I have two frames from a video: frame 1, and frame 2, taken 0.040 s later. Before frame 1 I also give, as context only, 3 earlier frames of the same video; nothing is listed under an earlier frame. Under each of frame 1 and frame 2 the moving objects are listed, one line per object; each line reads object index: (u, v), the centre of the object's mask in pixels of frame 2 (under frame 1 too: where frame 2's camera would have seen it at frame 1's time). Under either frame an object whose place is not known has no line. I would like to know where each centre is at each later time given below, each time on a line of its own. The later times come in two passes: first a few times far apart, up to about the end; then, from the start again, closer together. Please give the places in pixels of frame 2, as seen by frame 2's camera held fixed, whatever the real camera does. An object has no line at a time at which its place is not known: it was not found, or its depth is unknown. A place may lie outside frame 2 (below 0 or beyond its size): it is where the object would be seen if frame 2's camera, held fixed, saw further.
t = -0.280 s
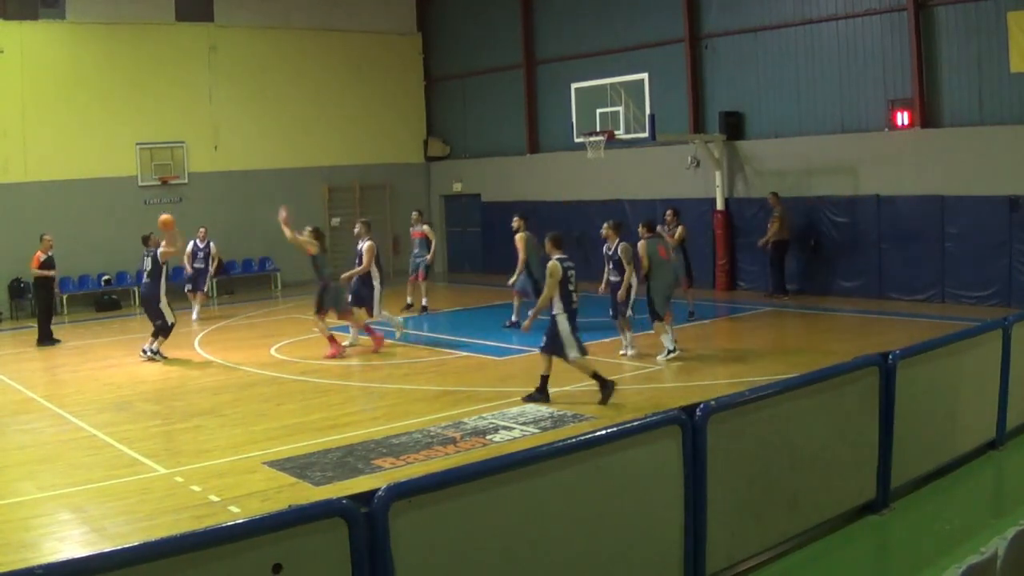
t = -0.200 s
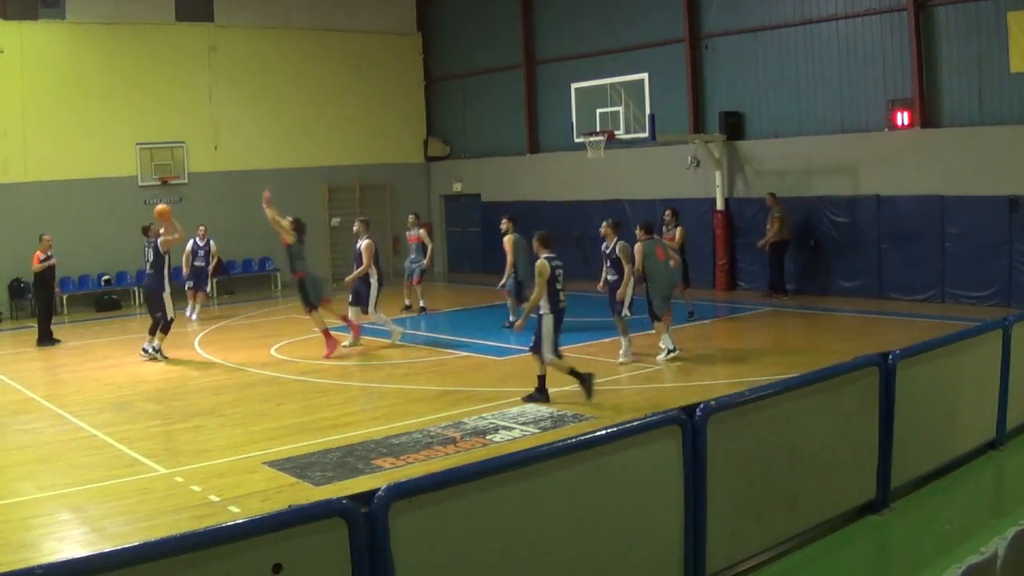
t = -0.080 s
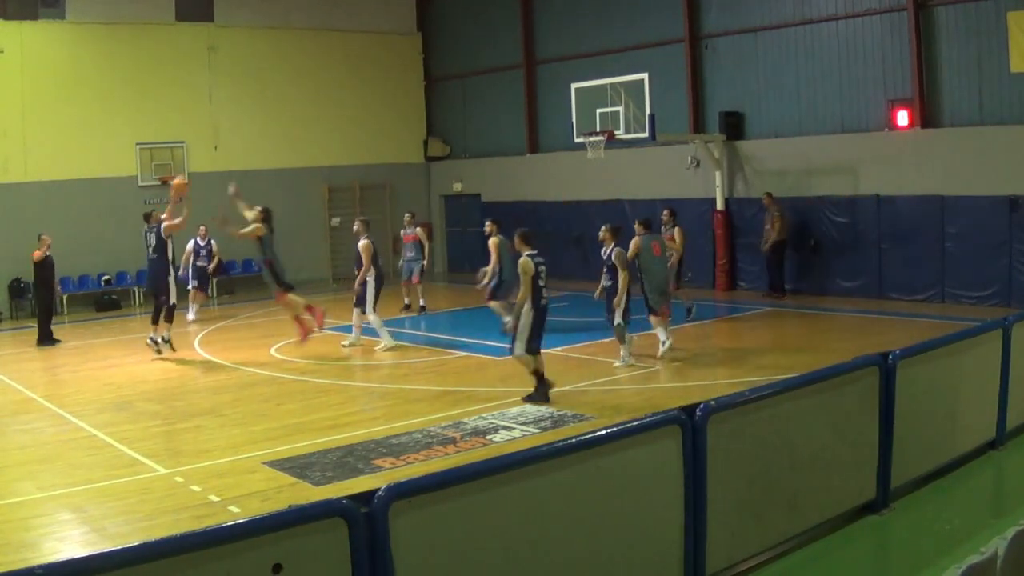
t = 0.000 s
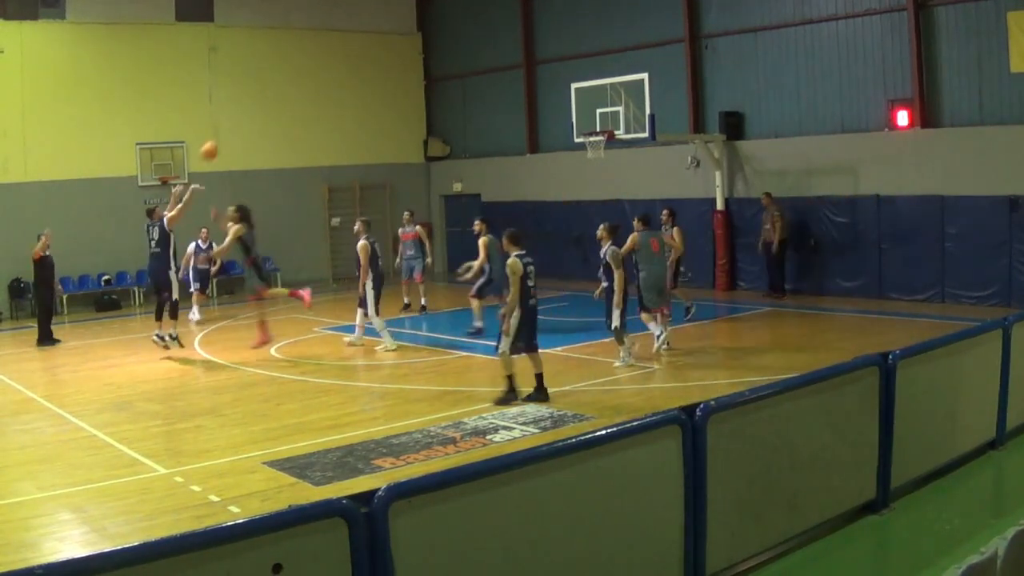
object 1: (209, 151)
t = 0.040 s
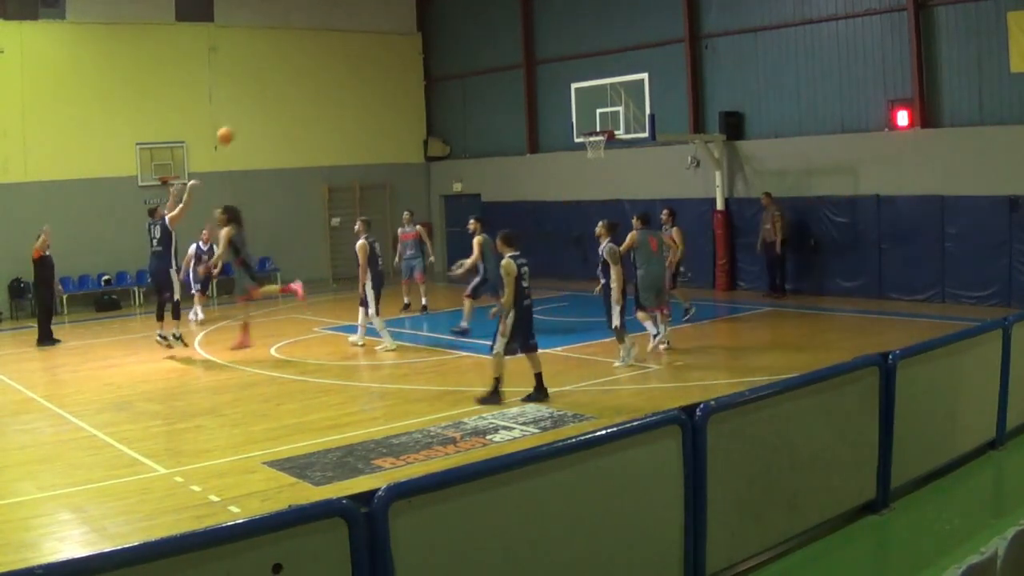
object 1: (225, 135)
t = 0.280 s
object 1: (316, 68)
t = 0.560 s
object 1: (418, 42)
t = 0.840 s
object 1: (510, 64)
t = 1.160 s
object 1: (593, 134)
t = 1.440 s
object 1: (591, 183)
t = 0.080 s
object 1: (241, 120)
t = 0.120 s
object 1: (255, 108)
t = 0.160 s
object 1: (271, 96)
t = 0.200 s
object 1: (286, 86)
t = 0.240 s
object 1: (300, 76)
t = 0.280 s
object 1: (316, 68)
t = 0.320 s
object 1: (332, 61)
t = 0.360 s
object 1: (347, 55)
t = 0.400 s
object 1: (361, 50)
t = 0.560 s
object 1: (418, 42)
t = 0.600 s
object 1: (431, 43)
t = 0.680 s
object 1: (458, 46)
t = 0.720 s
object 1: (471, 49)
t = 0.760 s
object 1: (484, 53)
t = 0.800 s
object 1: (499, 59)
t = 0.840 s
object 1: (510, 64)
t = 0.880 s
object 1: (523, 71)
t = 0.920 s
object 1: (535, 78)
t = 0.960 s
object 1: (548, 86)
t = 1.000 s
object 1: (560, 96)
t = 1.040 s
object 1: (572, 107)
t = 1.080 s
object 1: (583, 116)
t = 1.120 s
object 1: (594, 127)
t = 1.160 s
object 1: (593, 134)
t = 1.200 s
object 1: (591, 140)
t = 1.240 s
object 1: (592, 146)
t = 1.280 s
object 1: (591, 153)
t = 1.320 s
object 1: (591, 159)
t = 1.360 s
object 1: (591, 165)
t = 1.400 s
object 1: (591, 174)
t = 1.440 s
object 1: (591, 183)
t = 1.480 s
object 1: (592, 191)
